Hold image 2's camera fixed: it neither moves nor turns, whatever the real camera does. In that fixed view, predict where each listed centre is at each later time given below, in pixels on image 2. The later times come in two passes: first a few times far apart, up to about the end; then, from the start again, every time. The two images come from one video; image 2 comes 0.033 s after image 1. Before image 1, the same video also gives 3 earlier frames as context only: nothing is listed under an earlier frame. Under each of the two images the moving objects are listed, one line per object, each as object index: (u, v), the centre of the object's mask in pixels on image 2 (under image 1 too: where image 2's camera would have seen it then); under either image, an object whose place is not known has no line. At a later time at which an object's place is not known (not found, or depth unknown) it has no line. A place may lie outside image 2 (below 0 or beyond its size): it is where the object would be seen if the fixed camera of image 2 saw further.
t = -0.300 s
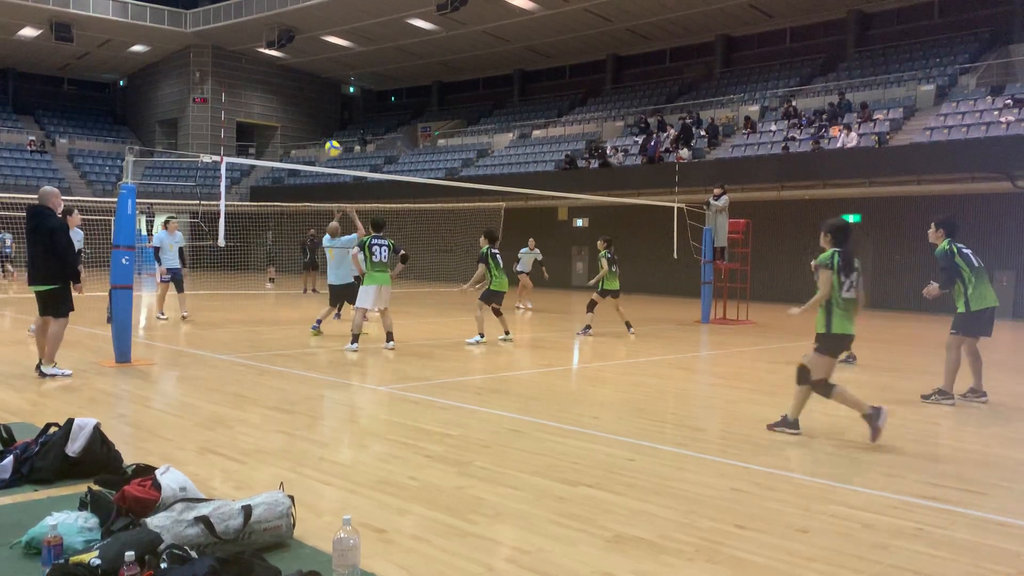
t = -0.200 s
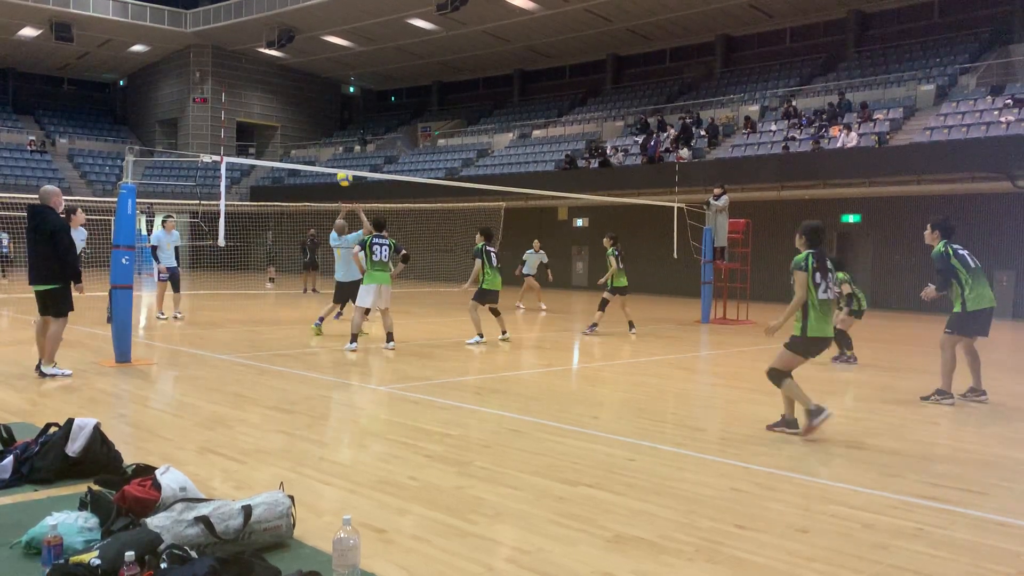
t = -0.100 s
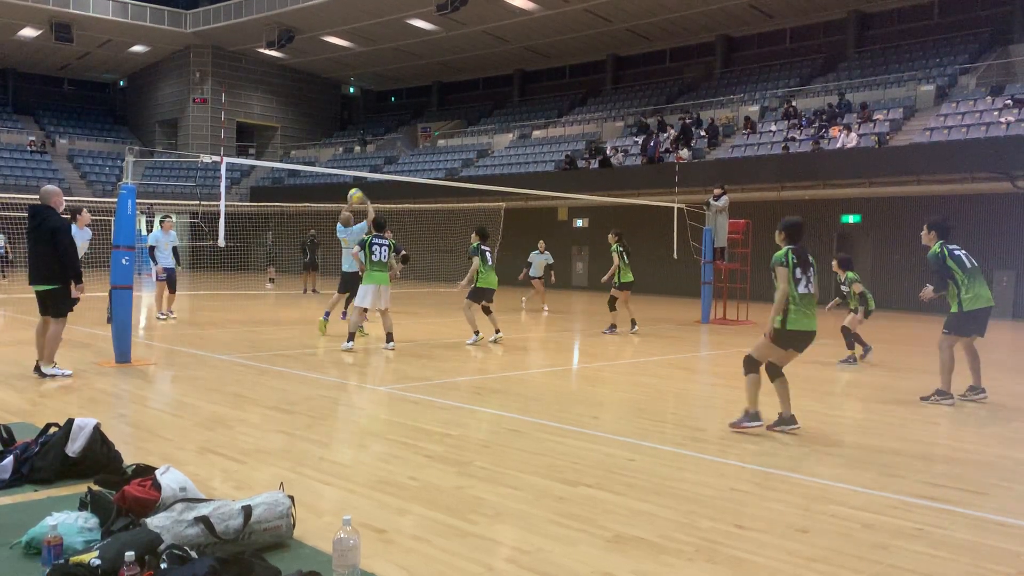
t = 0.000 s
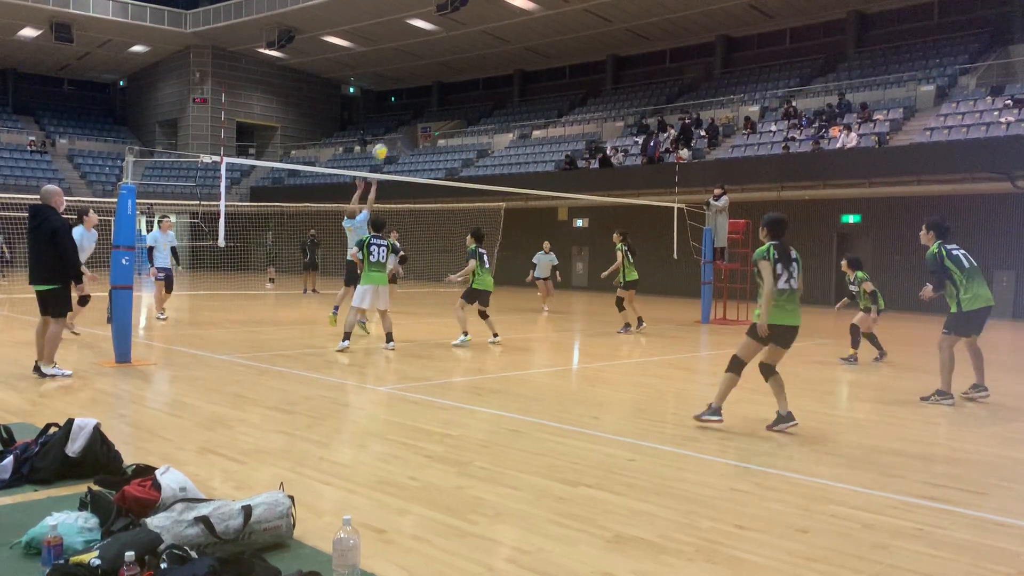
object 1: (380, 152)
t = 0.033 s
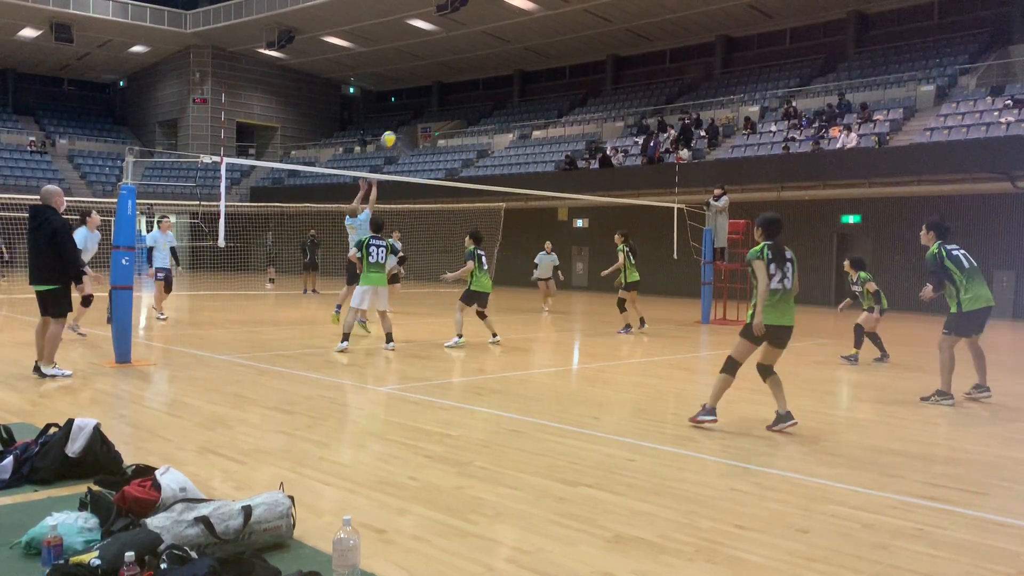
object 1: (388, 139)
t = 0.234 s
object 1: (435, 82)
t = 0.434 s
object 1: (476, 58)
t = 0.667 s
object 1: (516, 63)
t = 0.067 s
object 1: (396, 127)
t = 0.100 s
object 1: (404, 116)
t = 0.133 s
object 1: (412, 106)
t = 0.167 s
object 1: (420, 97)
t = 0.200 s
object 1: (427, 89)
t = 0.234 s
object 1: (435, 82)
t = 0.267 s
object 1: (442, 76)
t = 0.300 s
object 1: (449, 71)
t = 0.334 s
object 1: (456, 67)
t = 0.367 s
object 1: (462, 63)
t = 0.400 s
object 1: (469, 60)
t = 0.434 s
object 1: (476, 58)
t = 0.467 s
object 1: (482, 57)
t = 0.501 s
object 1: (488, 56)
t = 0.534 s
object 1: (494, 56)
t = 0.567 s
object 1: (500, 57)
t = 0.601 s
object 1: (505, 58)
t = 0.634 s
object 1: (511, 60)
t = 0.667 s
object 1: (516, 63)
